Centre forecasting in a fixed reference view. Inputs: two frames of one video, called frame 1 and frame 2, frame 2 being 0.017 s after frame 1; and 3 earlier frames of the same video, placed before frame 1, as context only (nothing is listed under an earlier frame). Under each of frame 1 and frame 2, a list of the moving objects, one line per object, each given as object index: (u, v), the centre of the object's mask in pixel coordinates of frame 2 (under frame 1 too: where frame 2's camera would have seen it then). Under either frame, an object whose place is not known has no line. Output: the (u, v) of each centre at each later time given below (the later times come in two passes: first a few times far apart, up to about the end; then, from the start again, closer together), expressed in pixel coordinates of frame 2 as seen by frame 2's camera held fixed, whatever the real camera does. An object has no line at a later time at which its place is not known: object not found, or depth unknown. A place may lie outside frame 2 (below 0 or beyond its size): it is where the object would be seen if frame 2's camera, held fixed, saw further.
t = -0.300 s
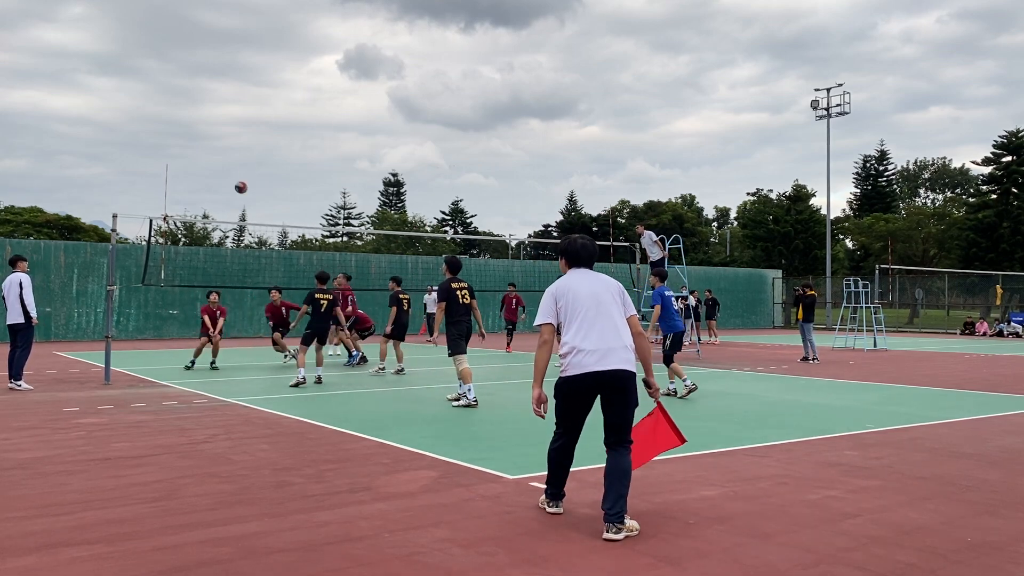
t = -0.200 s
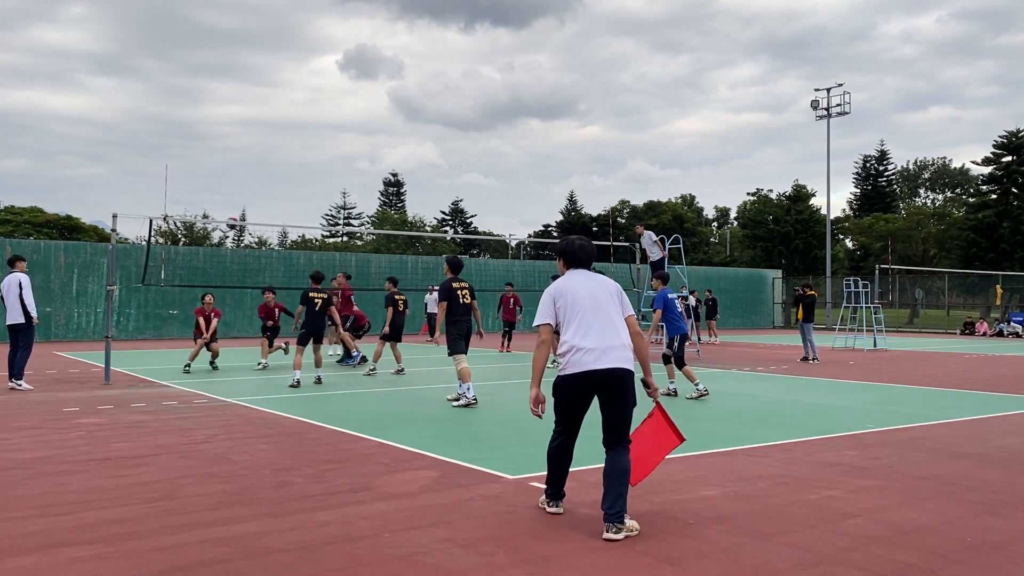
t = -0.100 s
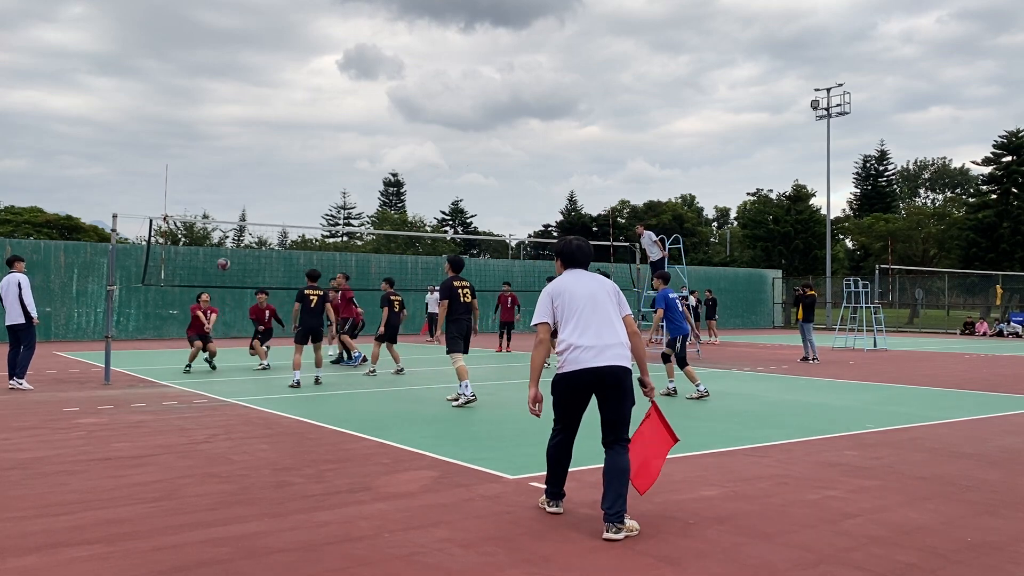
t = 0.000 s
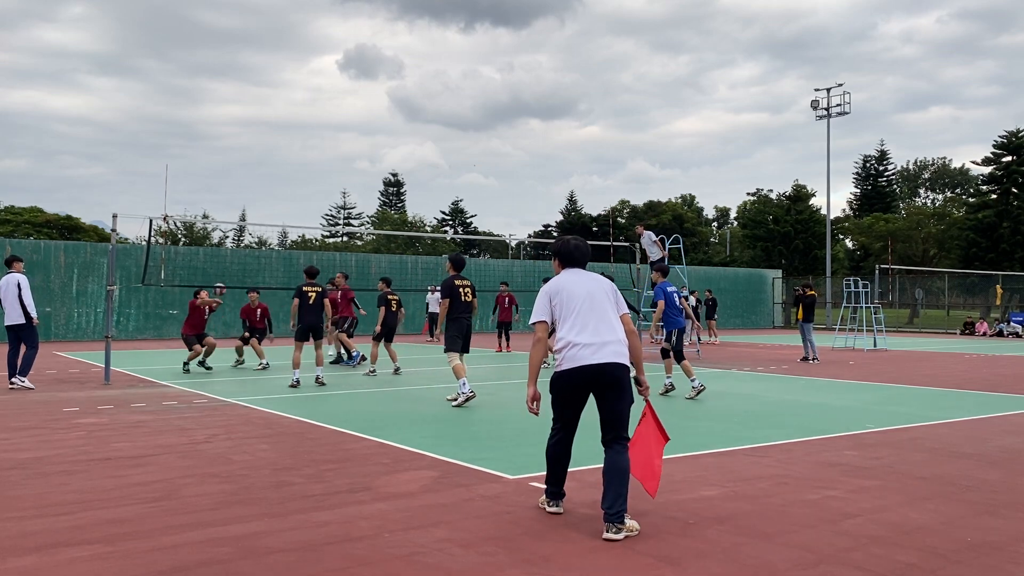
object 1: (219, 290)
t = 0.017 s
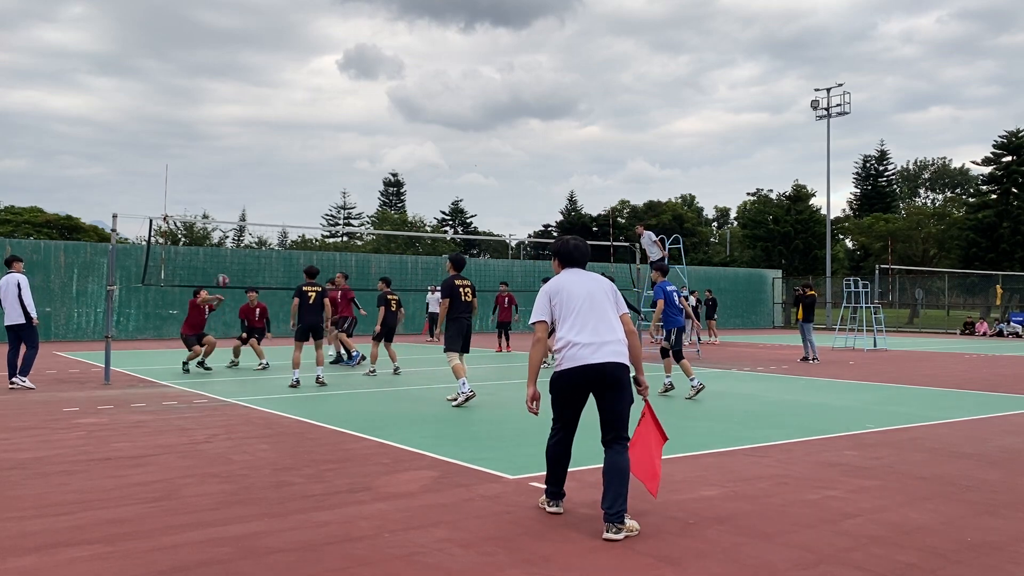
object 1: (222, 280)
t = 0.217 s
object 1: (249, 188)
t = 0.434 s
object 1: (276, 121)
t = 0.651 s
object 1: (301, 84)
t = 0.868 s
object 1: (324, 74)
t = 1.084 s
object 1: (345, 89)
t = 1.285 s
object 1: (364, 124)
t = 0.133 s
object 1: (237, 223)
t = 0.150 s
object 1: (241, 215)
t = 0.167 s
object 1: (242, 209)
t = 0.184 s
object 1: (244, 202)
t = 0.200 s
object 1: (247, 195)
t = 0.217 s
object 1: (249, 188)
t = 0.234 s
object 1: (251, 182)
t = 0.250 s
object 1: (253, 176)
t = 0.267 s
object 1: (255, 170)
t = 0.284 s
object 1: (257, 164)
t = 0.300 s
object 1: (259, 159)
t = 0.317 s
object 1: (262, 153)
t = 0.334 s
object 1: (264, 148)
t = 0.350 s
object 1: (266, 143)
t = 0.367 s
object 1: (268, 138)
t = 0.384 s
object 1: (270, 134)
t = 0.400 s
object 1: (272, 130)
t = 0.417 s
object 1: (274, 125)
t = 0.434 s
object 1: (276, 121)
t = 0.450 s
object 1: (278, 117)
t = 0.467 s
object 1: (280, 114)
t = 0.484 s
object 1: (282, 110)
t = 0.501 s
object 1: (284, 107)
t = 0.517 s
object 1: (286, 103)
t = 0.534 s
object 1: (288, 100)
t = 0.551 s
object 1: (290, 98)
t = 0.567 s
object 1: (292, 95)
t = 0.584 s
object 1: (294, 92)
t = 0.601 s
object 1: (296, 90)
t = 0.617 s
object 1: (297, 88)
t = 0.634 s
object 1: (299, 86)
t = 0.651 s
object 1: (301, 84)
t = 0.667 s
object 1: (303, 82)
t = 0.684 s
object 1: (305, 81)
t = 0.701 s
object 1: (307, 80)
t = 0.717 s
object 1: (309, 78)
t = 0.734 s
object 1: (310, 77)
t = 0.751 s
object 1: (312, 76)
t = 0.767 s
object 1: (314, 76)
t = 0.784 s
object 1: (315, 75)
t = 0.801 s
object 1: (317, 74)
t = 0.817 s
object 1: (319, 74)
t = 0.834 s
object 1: (321, 74)
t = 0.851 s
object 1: (322, 74)
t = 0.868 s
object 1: (324, 74)
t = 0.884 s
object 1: (326, 74)
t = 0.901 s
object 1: (328, 75)
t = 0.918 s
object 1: (329, 75)
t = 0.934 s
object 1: (331, 76)
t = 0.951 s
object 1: (332, 77)
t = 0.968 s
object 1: (334, 78)
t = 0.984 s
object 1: (336, 79)
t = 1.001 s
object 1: (337, 80)
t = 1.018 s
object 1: (339, 82)
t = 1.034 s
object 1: (341, 84)
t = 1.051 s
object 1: (342, 86)
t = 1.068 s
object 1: (344, 87)
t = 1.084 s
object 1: (345, 89)
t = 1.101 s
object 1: (347, 92)
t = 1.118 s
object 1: (349, 94)
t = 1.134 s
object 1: (350, 96)
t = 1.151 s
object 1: (352, 99)
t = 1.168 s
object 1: (353, 101)
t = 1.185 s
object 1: (355, 104)
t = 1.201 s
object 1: (356, 107)
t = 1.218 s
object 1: (358, 110)
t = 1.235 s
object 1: (360, 113)
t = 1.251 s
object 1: (361, 117)
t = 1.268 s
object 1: (362, 120)
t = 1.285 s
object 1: (364, 124)
